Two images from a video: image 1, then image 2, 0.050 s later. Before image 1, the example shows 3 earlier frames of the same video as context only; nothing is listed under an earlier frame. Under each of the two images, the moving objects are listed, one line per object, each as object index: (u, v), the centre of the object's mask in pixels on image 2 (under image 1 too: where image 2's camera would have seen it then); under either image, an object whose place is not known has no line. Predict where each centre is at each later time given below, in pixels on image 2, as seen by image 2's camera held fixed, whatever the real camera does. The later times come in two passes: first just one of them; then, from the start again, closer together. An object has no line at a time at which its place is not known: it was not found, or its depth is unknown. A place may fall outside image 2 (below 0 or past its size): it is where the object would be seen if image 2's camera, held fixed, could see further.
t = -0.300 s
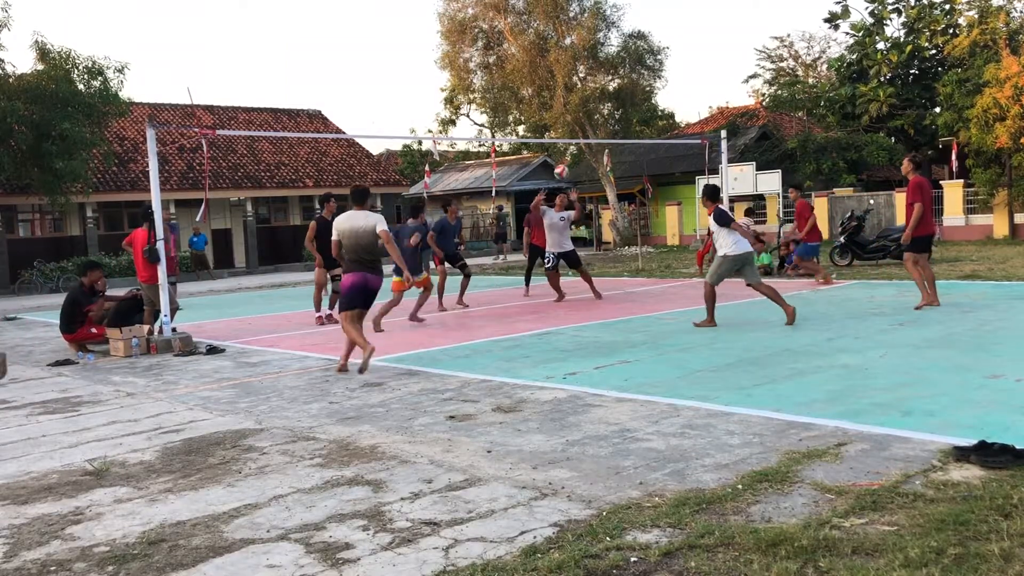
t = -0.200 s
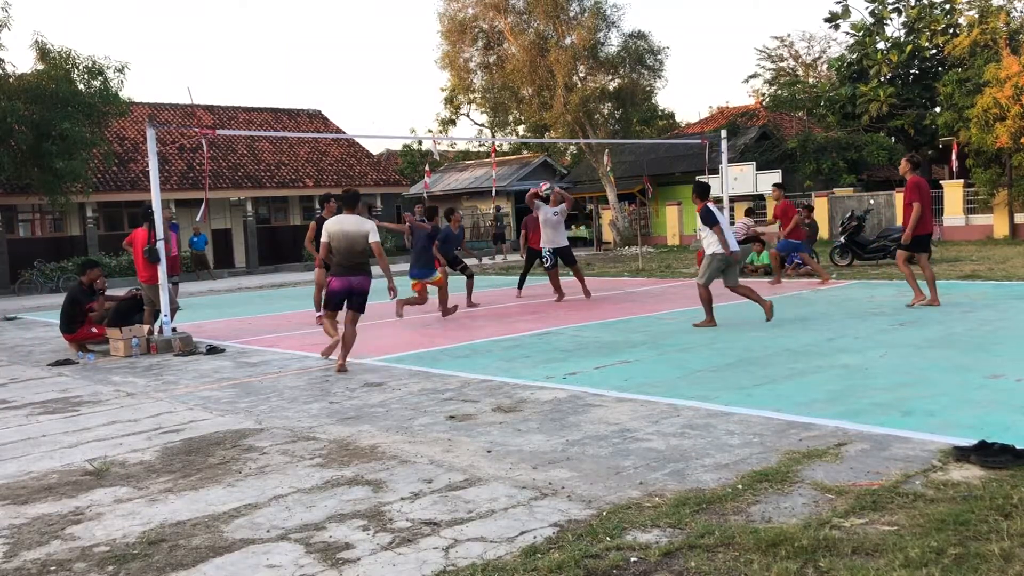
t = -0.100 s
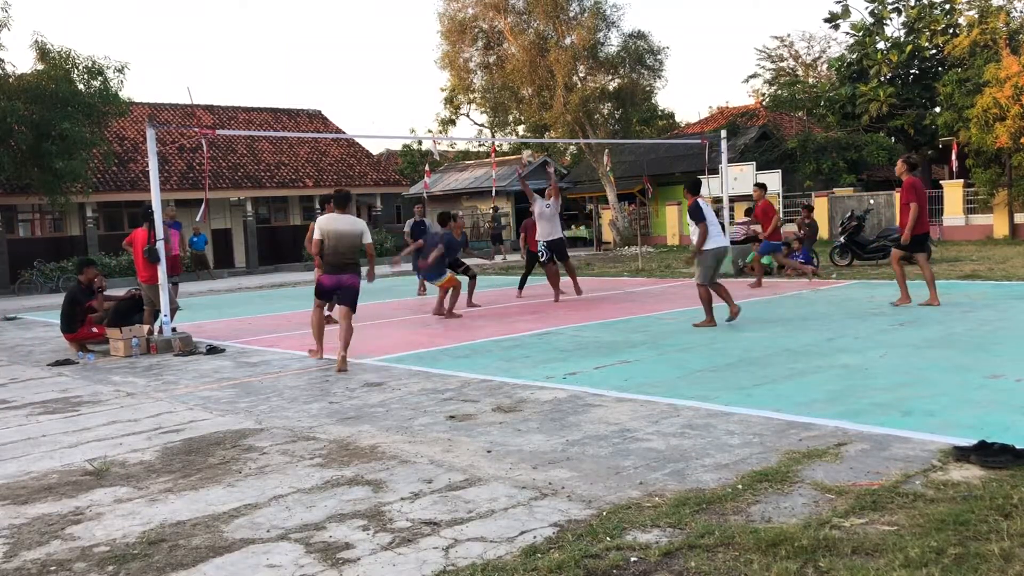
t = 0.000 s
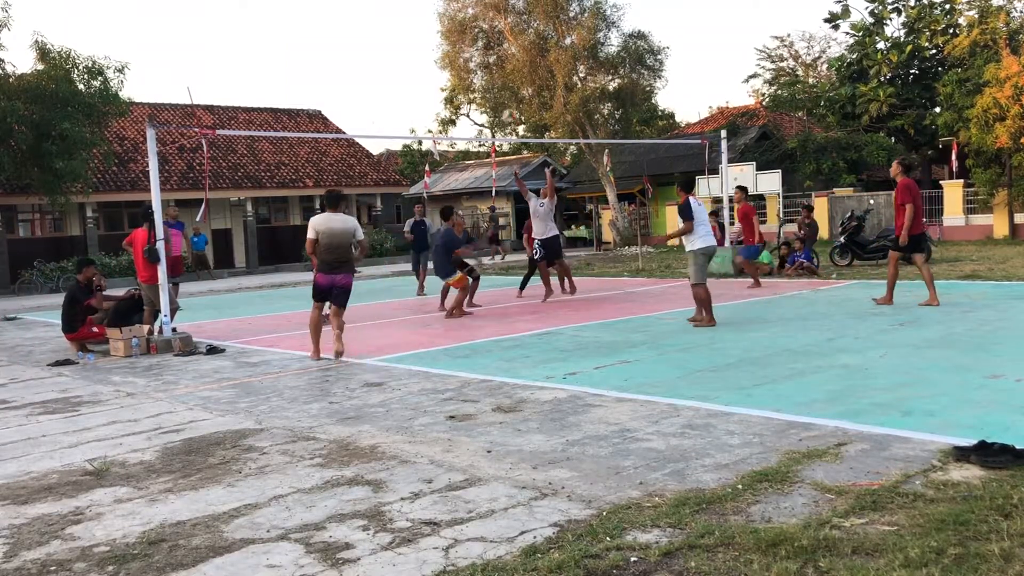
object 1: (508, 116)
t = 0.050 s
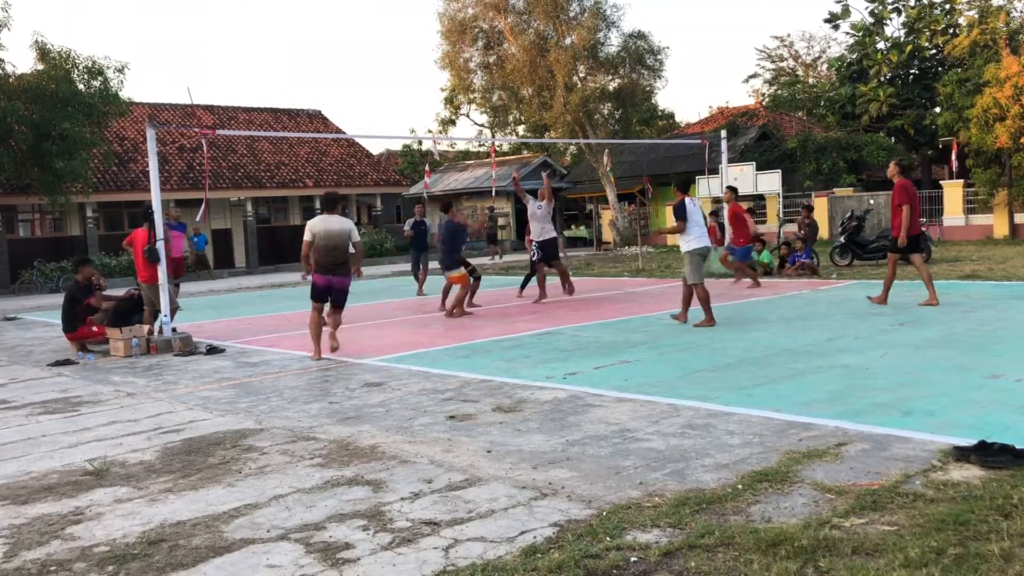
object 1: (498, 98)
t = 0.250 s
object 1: (462, 44)
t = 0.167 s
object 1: (476, 64)
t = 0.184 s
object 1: (472, 58)
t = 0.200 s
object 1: (469, 55)
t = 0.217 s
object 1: (467, 50)
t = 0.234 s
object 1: (464, 48)
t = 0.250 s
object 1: (462, 44)
